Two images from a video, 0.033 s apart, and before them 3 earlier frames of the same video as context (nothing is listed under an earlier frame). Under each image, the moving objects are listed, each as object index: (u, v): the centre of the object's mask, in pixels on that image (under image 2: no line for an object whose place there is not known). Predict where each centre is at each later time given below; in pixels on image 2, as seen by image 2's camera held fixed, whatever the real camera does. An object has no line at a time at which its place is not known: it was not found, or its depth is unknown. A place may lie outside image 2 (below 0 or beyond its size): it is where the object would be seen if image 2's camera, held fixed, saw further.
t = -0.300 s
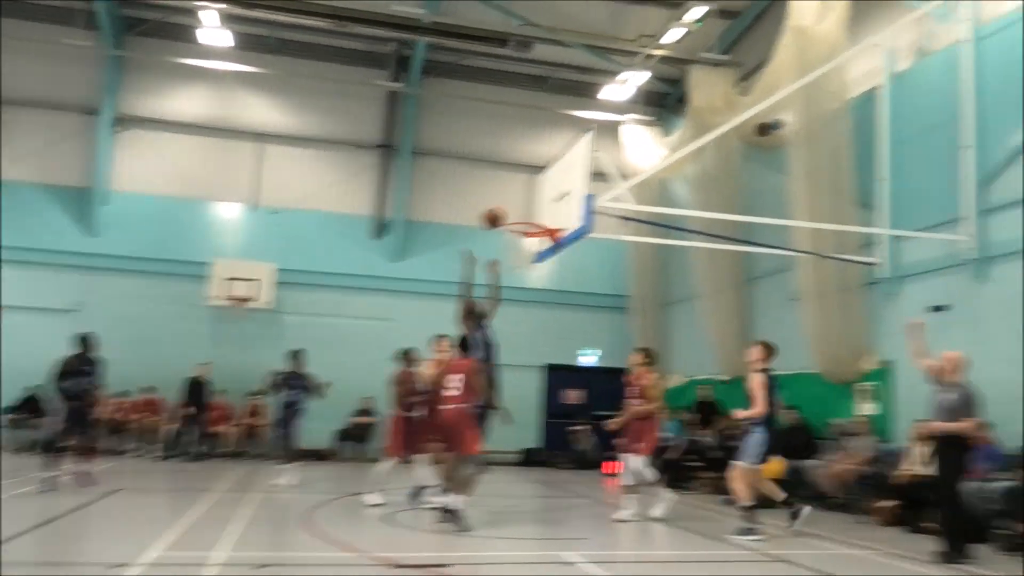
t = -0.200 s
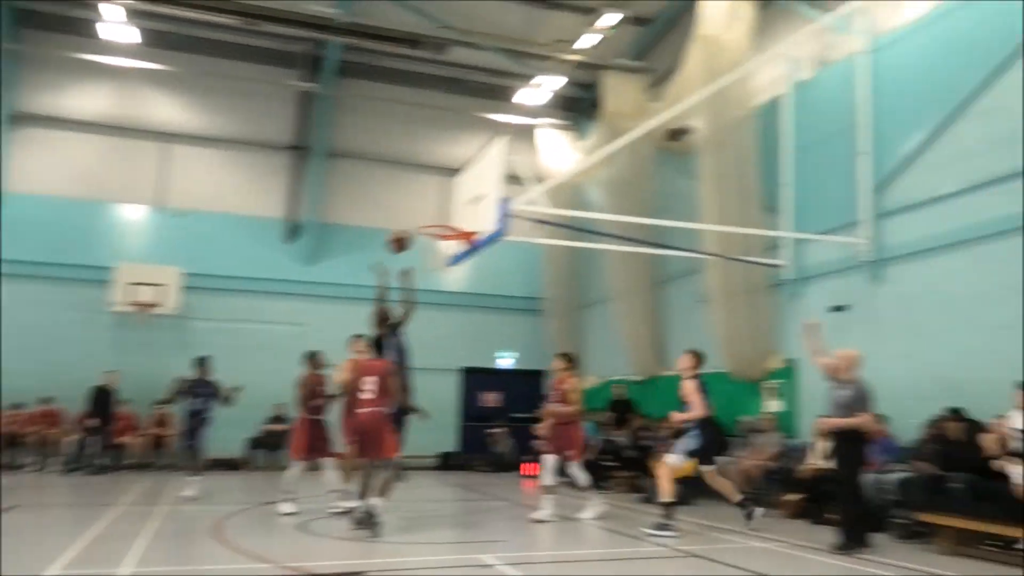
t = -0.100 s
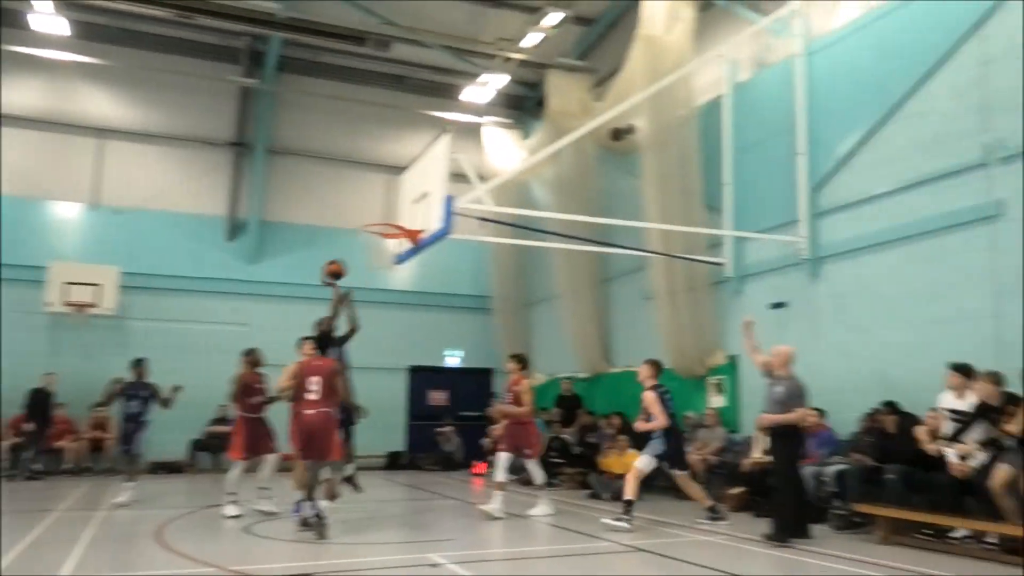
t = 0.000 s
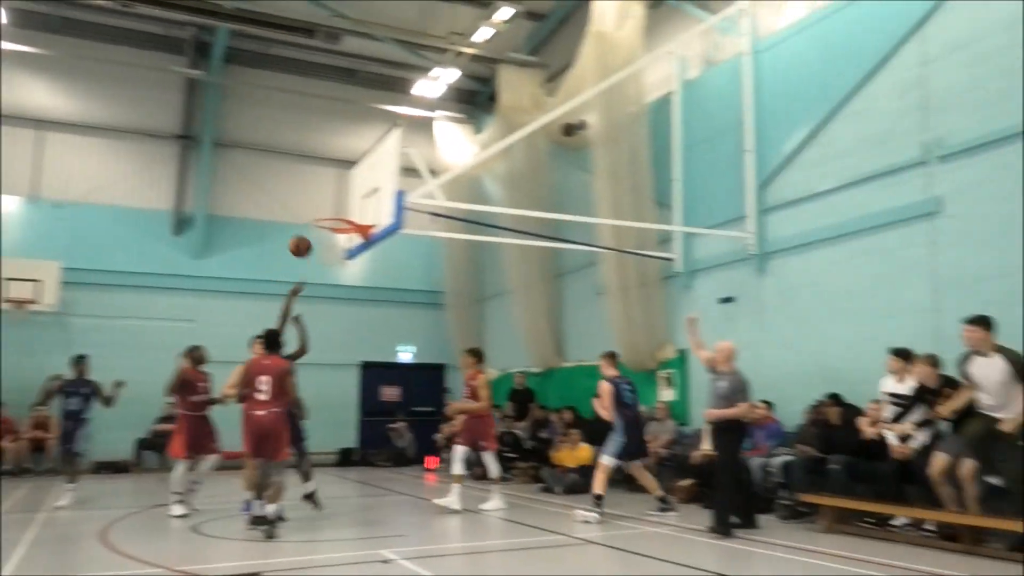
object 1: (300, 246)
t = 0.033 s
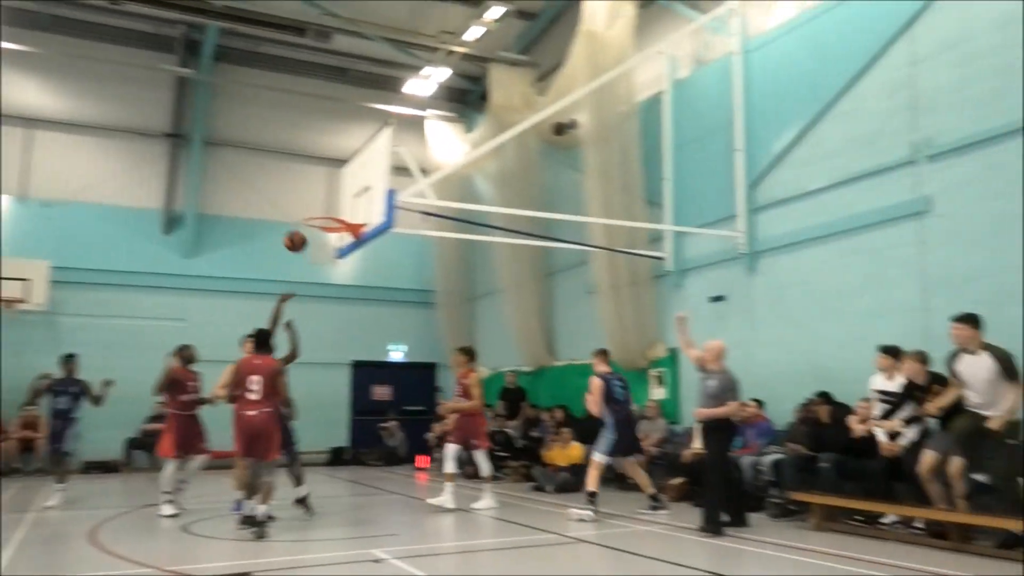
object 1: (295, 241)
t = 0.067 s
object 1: (305, 237)
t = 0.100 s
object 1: (305, 244)
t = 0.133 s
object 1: (306, 248)
